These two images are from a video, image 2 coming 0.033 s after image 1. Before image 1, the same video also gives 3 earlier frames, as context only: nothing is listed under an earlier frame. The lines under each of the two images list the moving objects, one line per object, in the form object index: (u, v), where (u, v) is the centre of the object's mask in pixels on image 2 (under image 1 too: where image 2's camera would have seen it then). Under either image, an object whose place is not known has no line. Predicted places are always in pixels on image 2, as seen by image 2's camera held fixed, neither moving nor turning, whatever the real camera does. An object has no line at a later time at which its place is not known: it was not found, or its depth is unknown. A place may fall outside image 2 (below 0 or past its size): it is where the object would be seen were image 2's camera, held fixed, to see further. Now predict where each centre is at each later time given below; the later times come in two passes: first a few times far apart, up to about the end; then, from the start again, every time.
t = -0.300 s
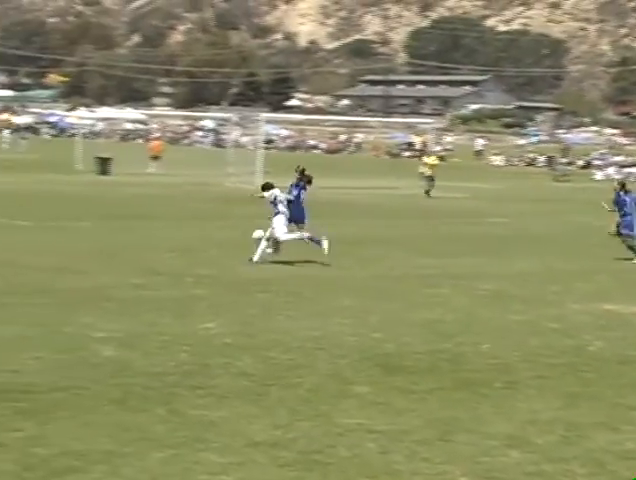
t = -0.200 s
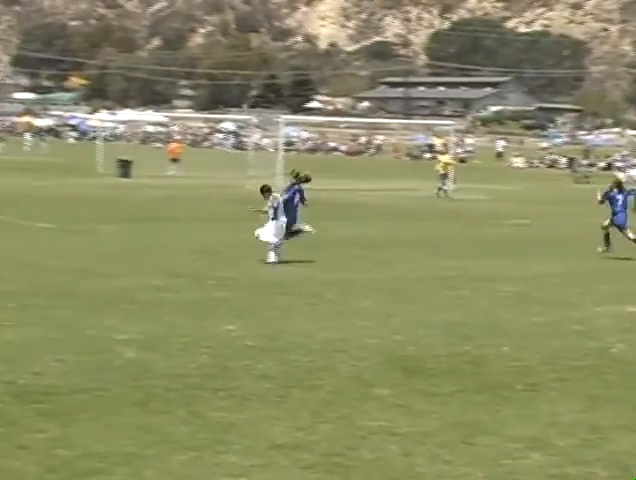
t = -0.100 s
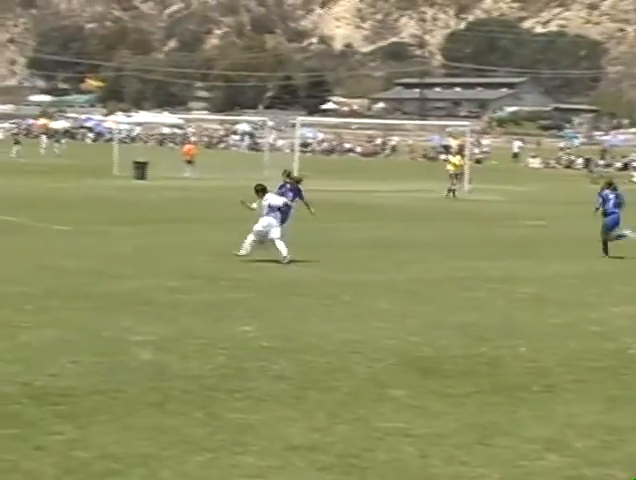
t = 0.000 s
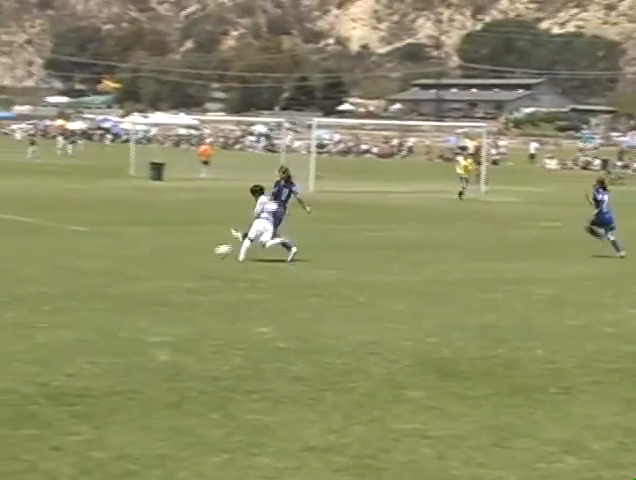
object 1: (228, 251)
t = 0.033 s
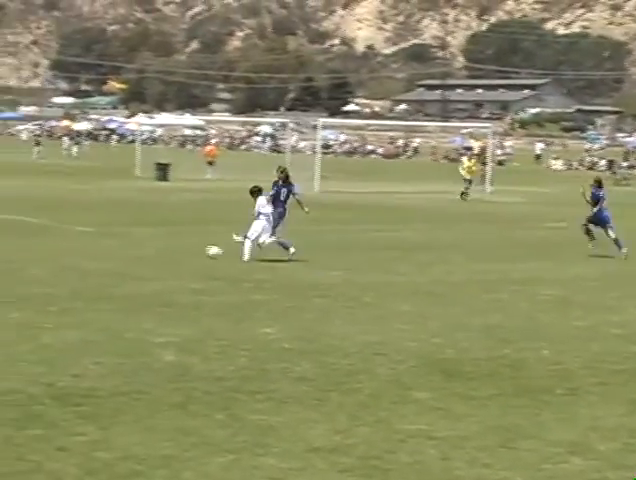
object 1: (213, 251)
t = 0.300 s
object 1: (116, 247)
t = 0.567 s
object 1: (32, 244)
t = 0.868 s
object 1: (-54, 238)
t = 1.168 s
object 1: (-131, 233)
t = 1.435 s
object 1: (-194, 232)
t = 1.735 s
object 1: (-259, 230)
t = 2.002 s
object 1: (-313, 227)
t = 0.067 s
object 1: (201, 249)
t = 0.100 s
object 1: (188, 246)
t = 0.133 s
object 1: (176, 244)
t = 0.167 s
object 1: (164, 243)
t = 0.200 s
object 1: (152, 243)
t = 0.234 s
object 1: (140, 243)
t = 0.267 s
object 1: (129, 244)
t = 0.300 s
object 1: (116, 247)
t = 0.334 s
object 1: (105, 247)
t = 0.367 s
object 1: (95, 245)
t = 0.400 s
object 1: (84, 243)
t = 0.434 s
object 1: (73, 242)
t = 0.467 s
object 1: (63, 242)
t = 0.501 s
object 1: (53, 242)
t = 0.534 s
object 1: (42, 243)
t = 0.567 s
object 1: (32, 244)
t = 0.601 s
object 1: (22, 241)
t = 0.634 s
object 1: (12, 239)
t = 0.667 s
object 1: (2, 238)
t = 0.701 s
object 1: (-7, 237)
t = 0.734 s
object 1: (-16, 237)
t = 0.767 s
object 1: (-26, 238)
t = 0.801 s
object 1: (-36, 240)
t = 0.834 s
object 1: (-45, 240)
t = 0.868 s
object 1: (-54, 238)
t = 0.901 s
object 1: (-62, 236)
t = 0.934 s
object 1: (-71, 235)
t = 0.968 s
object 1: (-80, 236)
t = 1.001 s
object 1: (-89, 235)
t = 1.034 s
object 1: (-97, 236)
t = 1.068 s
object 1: (-107, 237)
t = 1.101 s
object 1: (-115, 236)
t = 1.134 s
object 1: (-123, 235)
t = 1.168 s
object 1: (-131, 233)
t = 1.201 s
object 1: (-139, 231)
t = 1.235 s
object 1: (-147, 232)
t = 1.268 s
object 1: (-155, 233)
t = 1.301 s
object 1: (-163, 233)
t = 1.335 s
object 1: (-172, 234)
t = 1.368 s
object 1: (-179, 234)
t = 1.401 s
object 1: (-187, 233)
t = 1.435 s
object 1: (-194, 232)
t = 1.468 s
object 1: (-201, 232)
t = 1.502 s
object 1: (-209, 231)
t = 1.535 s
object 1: (-216, 232)
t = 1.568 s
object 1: (-223, 232)
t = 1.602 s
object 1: (-230, 232)
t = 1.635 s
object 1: (-238, 230)
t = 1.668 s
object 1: (-245, 230)
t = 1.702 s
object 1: (-252, 230)
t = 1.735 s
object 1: (-259, 230)
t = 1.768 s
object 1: (-266, 229)
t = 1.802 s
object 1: (-272, 228)
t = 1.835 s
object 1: (-280, 228)
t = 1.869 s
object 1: (-286, 228)
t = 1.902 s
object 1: (-293, 228)
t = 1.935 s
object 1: (-299, 228)
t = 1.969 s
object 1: (-306, 227)
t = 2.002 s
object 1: (-313, 227)
